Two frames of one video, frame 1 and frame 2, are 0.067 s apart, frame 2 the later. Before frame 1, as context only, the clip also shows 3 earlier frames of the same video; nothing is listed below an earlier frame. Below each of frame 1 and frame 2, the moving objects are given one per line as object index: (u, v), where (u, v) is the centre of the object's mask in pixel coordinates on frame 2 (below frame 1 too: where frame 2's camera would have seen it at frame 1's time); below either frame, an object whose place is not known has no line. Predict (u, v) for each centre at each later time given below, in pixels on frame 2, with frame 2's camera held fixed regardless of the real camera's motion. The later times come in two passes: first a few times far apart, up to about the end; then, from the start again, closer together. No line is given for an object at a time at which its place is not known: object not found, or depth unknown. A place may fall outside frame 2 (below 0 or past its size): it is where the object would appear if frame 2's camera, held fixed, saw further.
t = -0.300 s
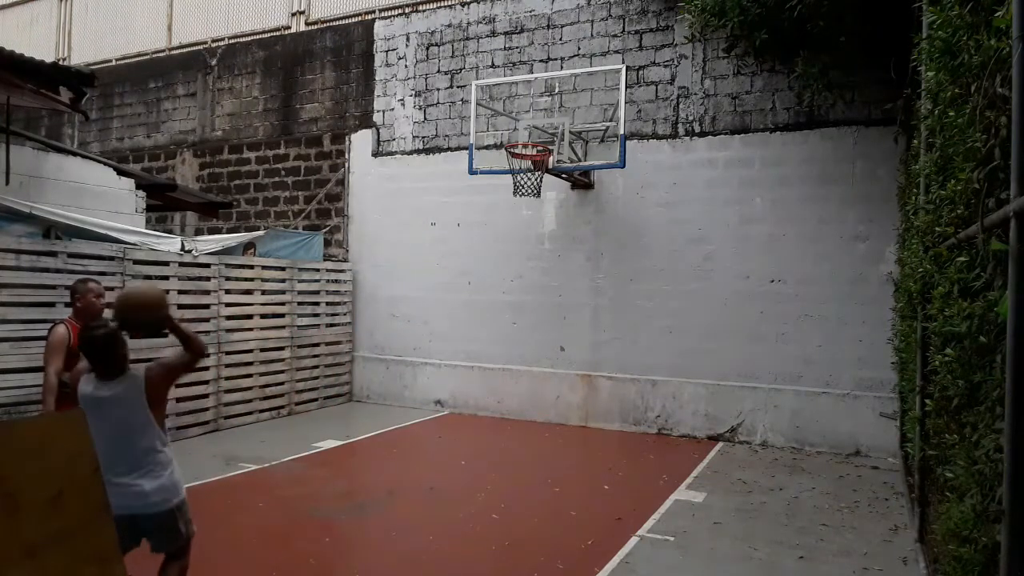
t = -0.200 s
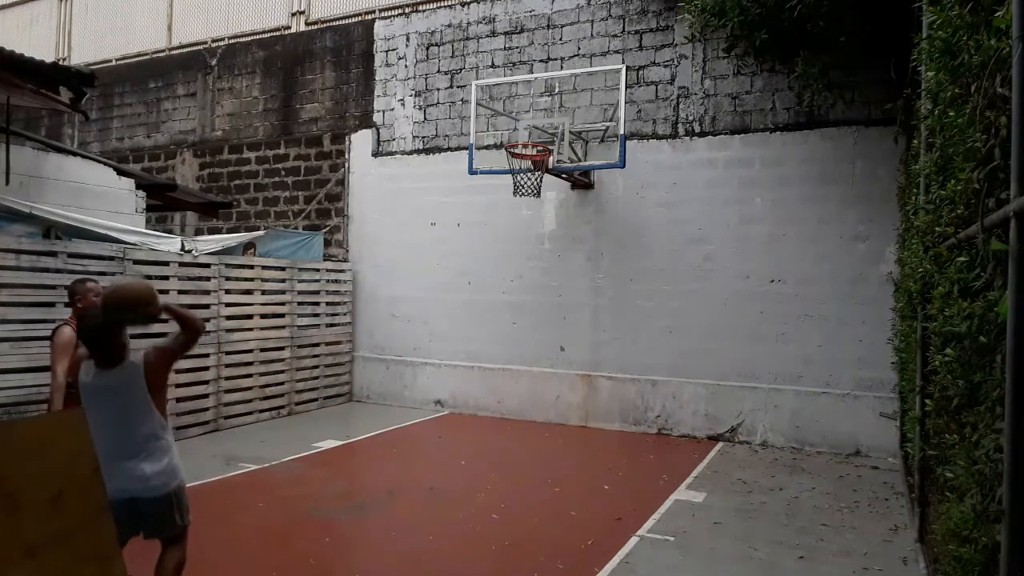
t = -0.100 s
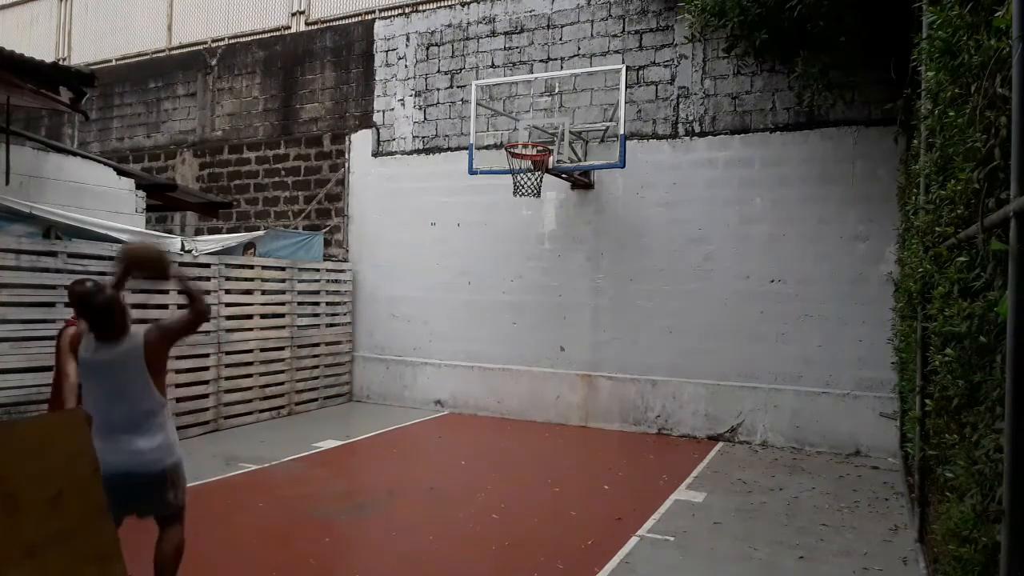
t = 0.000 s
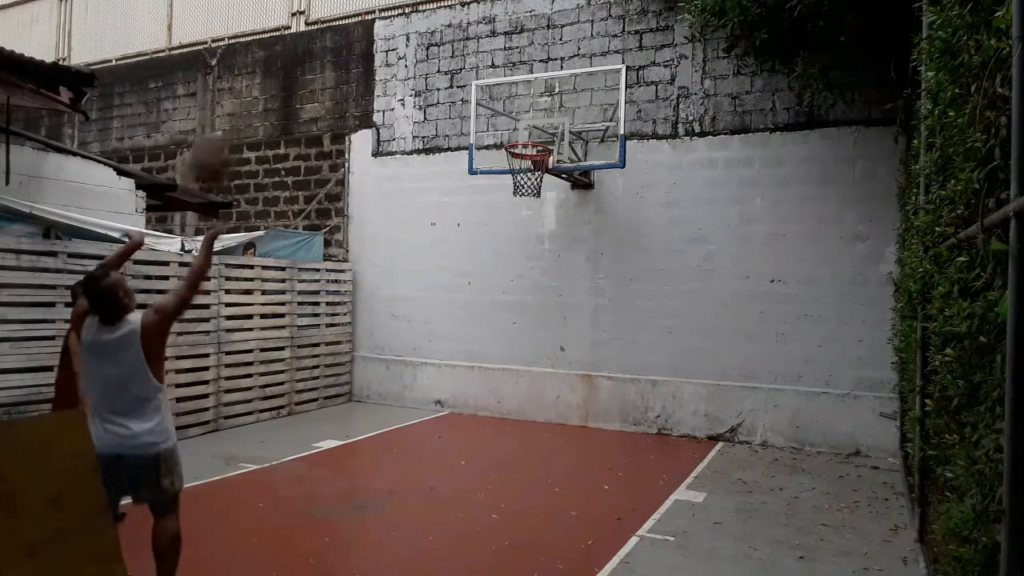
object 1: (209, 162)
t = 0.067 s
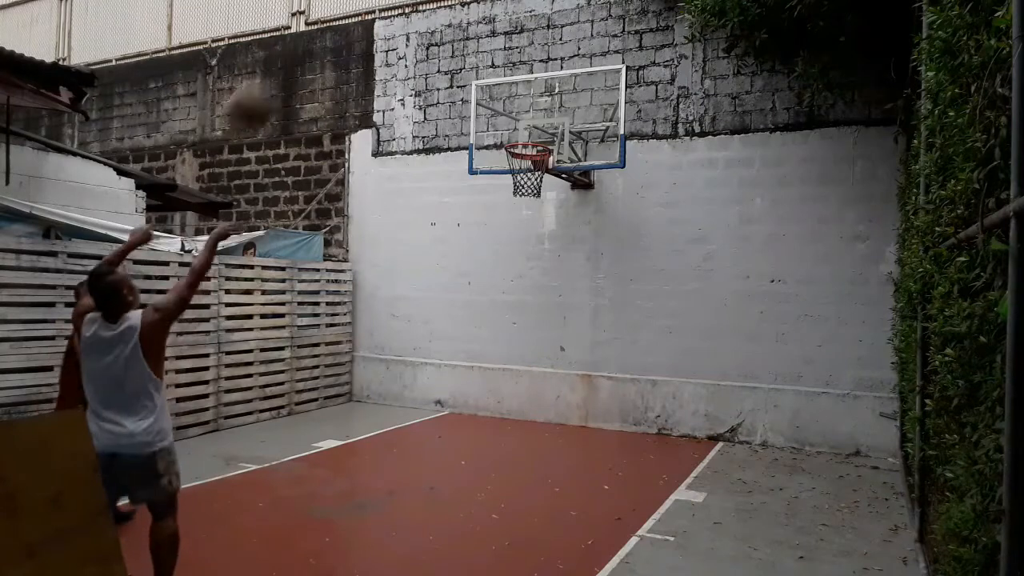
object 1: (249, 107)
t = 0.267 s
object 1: (347, 18)
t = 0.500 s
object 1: (425, 8)
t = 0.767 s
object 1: (483, 61)
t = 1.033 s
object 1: (536, 156)
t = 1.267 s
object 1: (509, 166)
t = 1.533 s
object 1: (529, 186)
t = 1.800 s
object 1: (545, 234)
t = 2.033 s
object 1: (557, 335)
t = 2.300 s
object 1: (569, 414)
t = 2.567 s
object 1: (575, 324)
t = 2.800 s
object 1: (579, 301)
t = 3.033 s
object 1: (581, 338)
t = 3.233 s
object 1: (583, 423)
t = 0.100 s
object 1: (271, 83)
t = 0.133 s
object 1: (286, 66)
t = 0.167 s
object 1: (301, 50)
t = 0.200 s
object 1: (320, 40)
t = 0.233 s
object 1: (334, 27)
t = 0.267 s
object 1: (347, 18)
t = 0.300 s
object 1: (362, 12)
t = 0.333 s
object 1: (374, 10)
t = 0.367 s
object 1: (385, 9)
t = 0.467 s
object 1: (415, 7)
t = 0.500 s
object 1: (425, 8)
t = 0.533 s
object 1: (434, 10)
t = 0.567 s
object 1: (442, 12)
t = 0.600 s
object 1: (449, 18)
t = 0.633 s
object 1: (458, 25)
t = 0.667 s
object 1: (464, 32)
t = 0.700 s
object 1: (471, 40)
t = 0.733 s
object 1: (476, 50)
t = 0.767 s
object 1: (483, 61)
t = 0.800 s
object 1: (489, 72)
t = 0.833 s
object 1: (495, 85)
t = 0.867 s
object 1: (500, 96)
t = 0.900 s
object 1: (507, 110)
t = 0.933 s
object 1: (511, 122)
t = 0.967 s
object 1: (515, 136)
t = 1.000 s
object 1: (524, 149)
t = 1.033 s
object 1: (536, 156)
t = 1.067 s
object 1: (537, 156)
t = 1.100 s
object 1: (532, 153)
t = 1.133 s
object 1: (526, 155)
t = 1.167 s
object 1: (520, 157)
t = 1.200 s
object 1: (514, 160)
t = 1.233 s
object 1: (510, 164)
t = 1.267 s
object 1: (509, 166)
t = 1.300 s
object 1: (509, 169)
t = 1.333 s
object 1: (510, 173)
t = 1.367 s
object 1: (511, 172)
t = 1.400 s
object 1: (512, 171)
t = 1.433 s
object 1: (516, 177)
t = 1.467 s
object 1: (520, 179)
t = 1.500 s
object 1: (524, 183)
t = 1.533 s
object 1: (529, 186)
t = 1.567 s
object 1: (533, 189)
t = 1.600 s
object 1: (535, 193)
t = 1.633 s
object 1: (537, 197)
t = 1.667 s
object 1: (538, 201)
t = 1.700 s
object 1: (540, 207)
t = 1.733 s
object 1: (542, 215)
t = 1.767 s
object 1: (543, 223)
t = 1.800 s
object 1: (545, 234)
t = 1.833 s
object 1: (547, 244)
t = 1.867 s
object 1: (549, 257)
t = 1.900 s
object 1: (551, 270)
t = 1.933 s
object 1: (552, 284)
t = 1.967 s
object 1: (554, 299)
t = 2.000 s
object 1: (556, 317)
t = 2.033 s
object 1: (557, 335)
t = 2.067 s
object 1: (559, 354)
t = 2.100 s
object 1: (561, 374)
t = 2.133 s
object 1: (563, 398)
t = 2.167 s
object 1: (564, 424)
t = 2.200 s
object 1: (566, 449)
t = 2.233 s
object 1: (567, 449)
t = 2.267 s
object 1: (568, 433)
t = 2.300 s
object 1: (569, 414)
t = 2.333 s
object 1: (569, 399)
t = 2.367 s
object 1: (570, 384)
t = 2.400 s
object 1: (571, 371)
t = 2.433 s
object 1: (572, 359)
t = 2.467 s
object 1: (573, 349)
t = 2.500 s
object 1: (574, 340)
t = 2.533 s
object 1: (574, 331)
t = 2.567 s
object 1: (575, 324)
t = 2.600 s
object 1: (576, 317)
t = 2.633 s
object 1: (576, 311)
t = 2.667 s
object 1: (577, 307)
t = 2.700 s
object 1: (577, 304)
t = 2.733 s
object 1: (578, 302)
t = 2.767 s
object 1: (578, 301)
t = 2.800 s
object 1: (579, 301)
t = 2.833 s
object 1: (579, 303)
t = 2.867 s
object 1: (580, 306)
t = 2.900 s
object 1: (580, 310)
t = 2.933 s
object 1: (581, 315)
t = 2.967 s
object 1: (581, 321)
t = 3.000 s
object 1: (581, 329)
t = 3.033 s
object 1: (581, 338)
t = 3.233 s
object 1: (583, 423)
